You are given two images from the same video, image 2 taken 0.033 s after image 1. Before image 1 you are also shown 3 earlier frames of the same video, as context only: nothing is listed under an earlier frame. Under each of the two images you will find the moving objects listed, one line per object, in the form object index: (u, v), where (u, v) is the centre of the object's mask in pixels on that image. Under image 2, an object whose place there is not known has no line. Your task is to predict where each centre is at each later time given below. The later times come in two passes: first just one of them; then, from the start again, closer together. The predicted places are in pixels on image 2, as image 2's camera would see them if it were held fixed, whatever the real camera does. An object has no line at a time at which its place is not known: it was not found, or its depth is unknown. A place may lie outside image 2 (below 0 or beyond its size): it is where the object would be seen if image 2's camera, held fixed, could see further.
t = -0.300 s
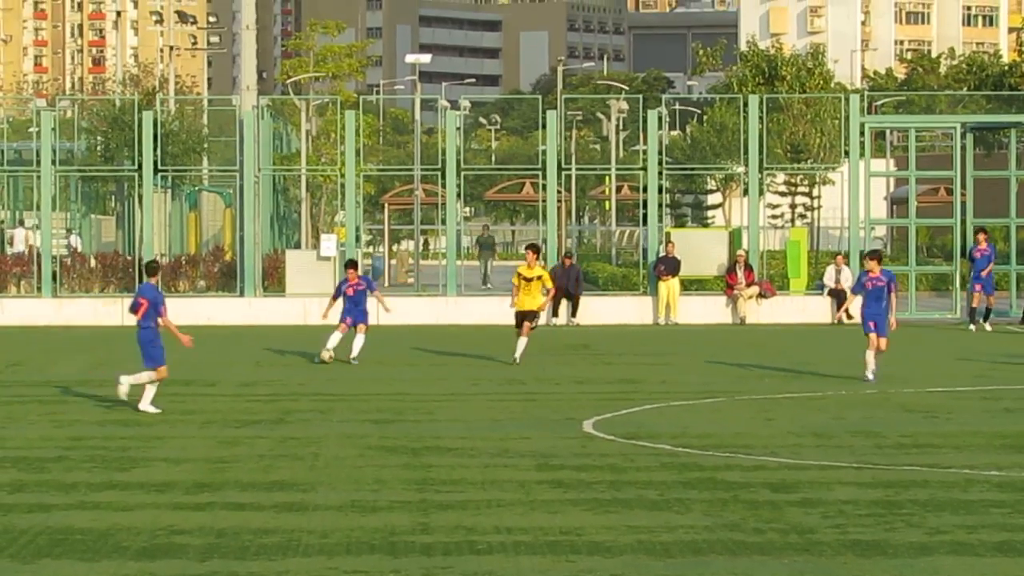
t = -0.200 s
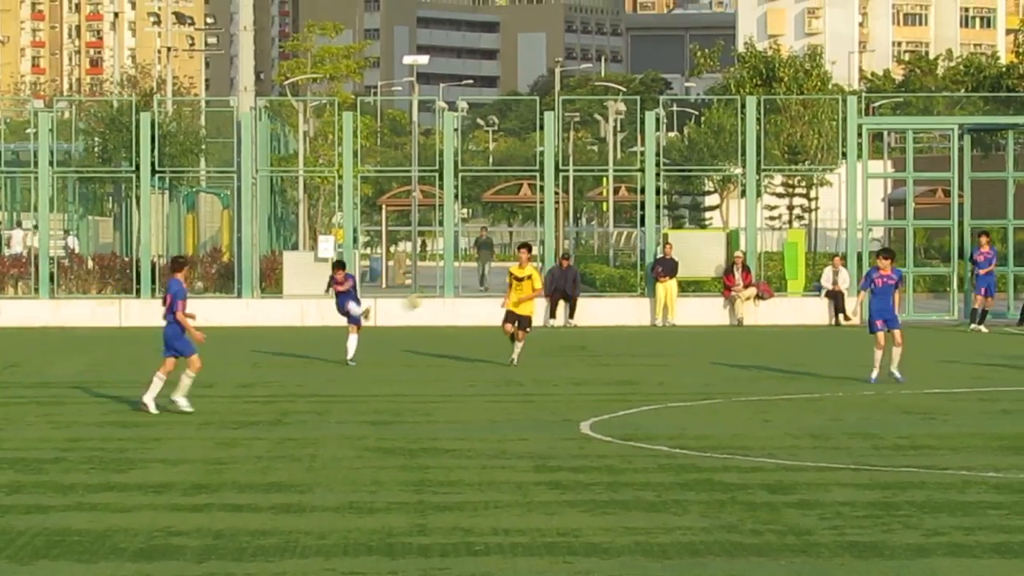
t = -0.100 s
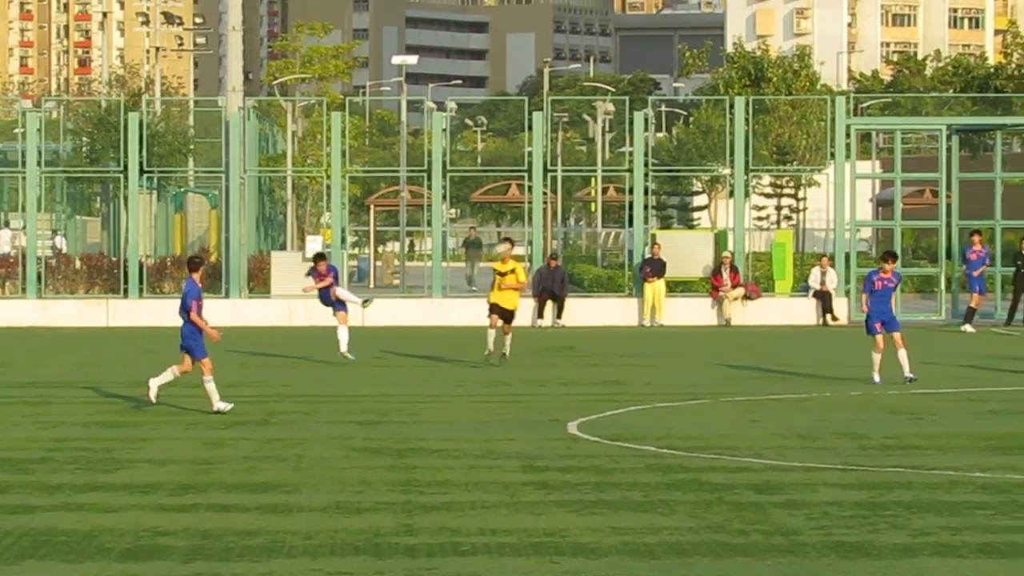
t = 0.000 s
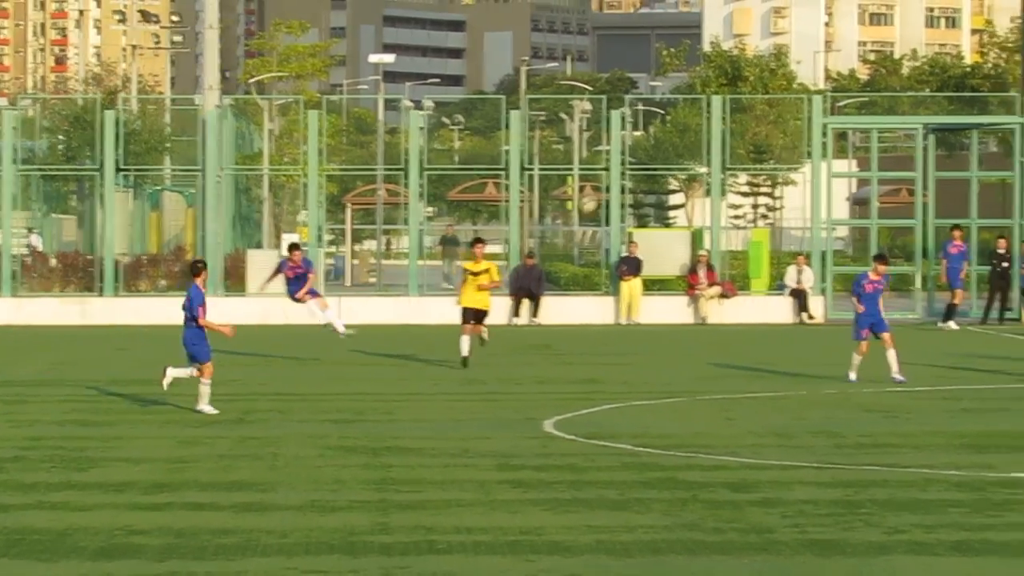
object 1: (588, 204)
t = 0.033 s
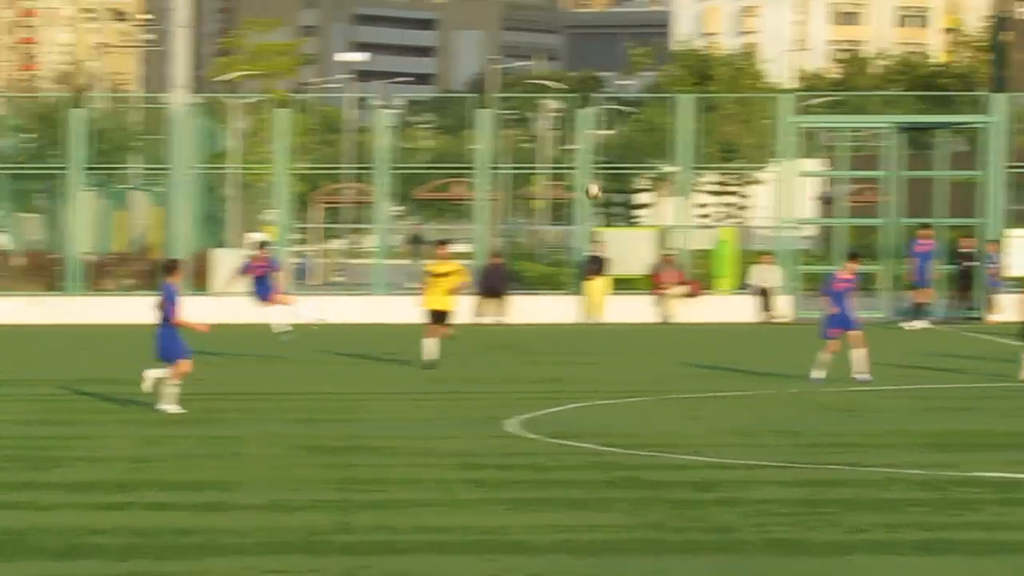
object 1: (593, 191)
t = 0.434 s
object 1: (1126, 111)
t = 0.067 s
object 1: (633, 179)
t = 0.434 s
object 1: (1126, 111)
